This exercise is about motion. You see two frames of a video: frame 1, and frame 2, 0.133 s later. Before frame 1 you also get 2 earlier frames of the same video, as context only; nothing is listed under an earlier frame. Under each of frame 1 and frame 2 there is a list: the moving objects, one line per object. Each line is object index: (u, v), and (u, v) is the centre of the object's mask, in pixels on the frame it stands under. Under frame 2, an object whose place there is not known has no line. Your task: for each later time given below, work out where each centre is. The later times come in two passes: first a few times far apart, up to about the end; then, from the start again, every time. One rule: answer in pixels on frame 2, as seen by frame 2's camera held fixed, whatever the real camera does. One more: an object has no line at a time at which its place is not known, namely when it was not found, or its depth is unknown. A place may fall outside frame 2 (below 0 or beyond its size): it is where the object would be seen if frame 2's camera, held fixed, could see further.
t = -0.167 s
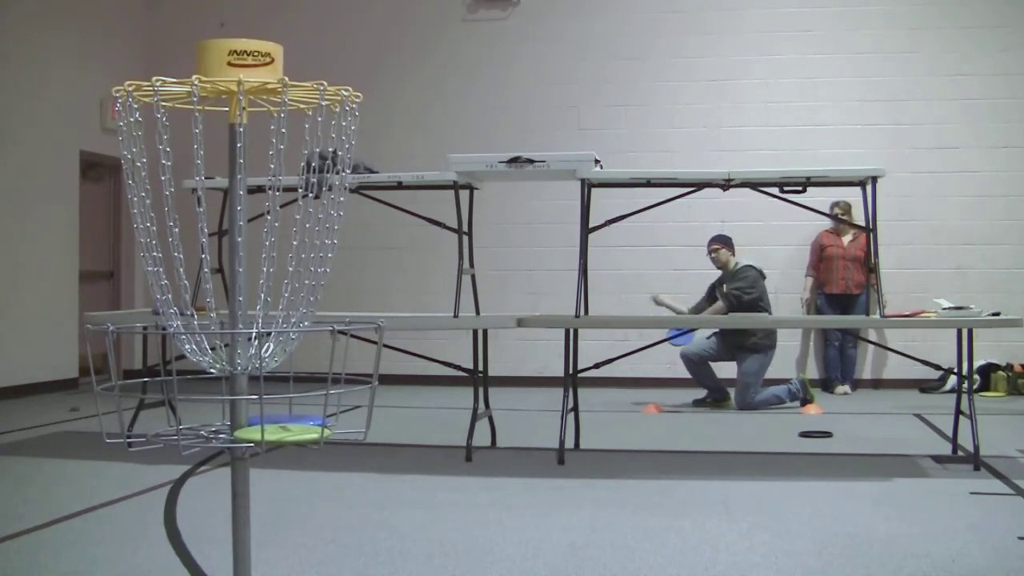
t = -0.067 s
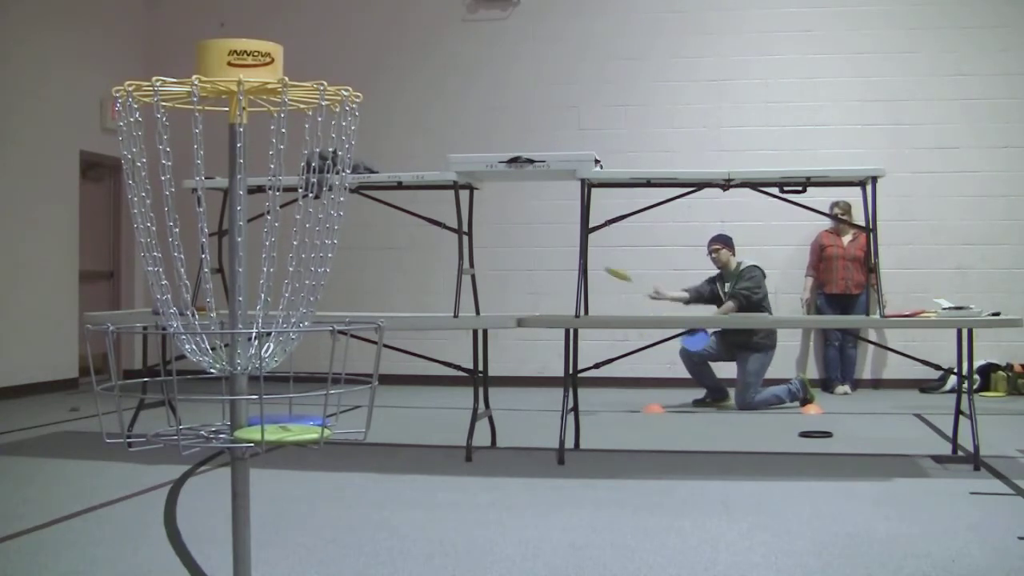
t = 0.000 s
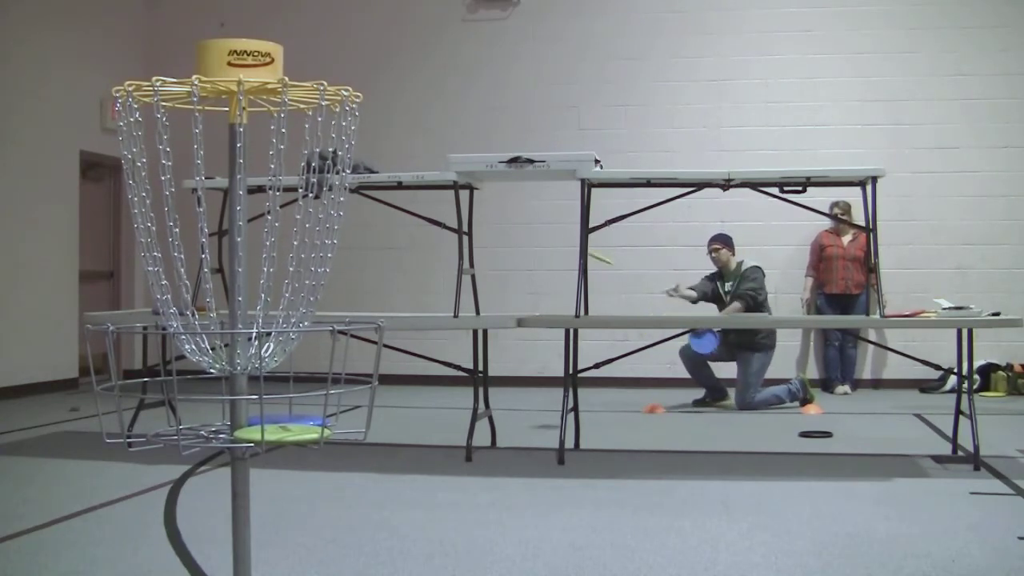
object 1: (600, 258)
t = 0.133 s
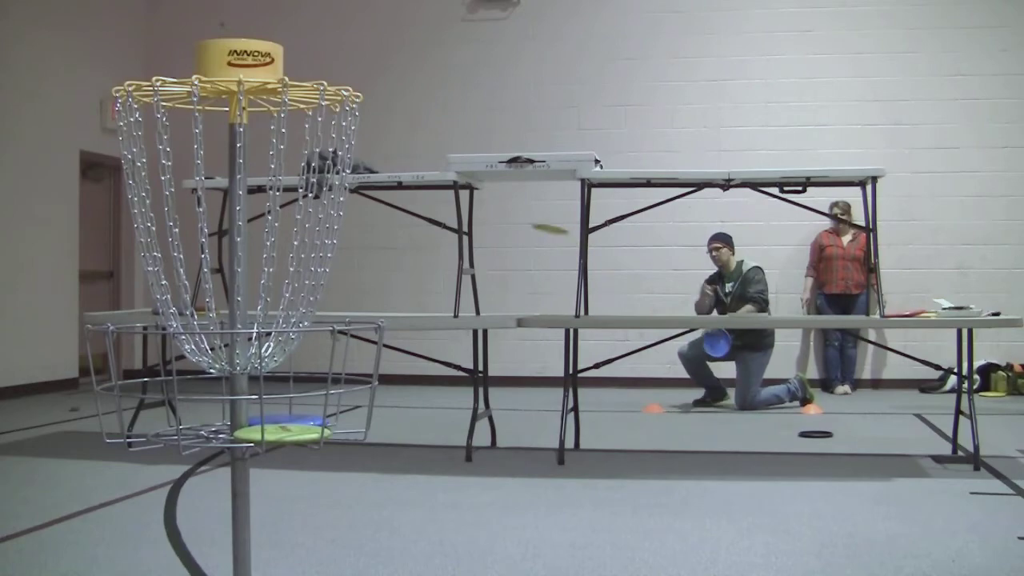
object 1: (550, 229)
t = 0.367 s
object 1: (419, 200)
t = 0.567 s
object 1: (251, 198)
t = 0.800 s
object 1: (149, 285)
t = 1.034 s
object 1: (159, 395)
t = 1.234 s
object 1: (190, 388)
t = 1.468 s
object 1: (176, 394)
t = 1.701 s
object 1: (159, 425)
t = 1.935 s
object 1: (160, 436)
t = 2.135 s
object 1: (159, 436)
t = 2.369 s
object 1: (159, 436)
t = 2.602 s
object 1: (159, 436)
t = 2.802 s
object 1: (159, 436)
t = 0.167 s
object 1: (533, 223)
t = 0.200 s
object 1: (519, 218)
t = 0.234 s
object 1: (501, 212)
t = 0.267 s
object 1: (485, 209)
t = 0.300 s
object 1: (465, 205)
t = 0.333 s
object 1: (442, 201)
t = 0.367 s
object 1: (419, 200)
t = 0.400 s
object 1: (390, 197)
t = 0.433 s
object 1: (367, 200)
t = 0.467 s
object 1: (317, 194)
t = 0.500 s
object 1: (287, 197)
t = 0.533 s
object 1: (271, 201)
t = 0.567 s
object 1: (251, 198)
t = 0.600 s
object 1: (215, 199)
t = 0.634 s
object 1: (201, 198)
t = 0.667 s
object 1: (179, 227)
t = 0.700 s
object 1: (165, 246)
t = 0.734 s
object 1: (155, 258)
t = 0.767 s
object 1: (153, 270)
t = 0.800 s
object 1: (149, 285)
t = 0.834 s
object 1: (145, 305)
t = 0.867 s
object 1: (140, 331)
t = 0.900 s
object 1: (138, 358)
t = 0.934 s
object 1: (139, 386)
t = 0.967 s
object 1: (146, 402)
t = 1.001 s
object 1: (151, 401)
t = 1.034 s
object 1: (159, 395)
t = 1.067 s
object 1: (166, 392)
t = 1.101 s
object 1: (174, 392)
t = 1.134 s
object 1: (182, 392)
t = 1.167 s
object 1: (187, 391)
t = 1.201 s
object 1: (189, 387)
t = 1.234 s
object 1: (190, 388)
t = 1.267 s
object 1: (190, 387)
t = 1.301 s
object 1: (190, 389)
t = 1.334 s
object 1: (189, 388)
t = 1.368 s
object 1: (187, 389)
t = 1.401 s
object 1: (184, 390)
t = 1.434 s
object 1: (181, 391)
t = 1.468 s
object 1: (176, 394)
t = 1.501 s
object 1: (172, 396)
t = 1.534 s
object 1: (168, 400)
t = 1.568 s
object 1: (165, 404)
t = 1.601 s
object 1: (161, 408)
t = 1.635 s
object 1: (158, 416)
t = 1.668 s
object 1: (157, 424)
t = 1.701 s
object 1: (159, 425)
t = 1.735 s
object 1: (162, 430)
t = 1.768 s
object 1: (163, 435)
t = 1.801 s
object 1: (161, 433)
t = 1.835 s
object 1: (161, 434)
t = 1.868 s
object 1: (160, 436)
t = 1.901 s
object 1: (160, 436)
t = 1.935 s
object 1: (160, 436)
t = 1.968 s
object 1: (159, 436)
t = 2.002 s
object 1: (159, 436)
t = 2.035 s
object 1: (159, 436)
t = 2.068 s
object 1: (159, 436)
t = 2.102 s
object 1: (160, 436)
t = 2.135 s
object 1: (159, 436)
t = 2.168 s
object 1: (160, 436)
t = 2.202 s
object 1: (159, 436)
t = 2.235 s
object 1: (159, 436)
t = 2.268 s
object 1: (159, 436)
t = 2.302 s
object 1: (159, 436)
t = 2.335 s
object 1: (159, 436)
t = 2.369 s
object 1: (159, 436)
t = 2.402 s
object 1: (159, 436)
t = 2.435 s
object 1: (159, 436)
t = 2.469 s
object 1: (159, 436)
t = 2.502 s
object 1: (159, 436)
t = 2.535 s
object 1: (159, 436)
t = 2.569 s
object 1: (159, 436)
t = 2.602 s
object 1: (159, 436)
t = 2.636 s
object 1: (159, 436)
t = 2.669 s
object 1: (159, 436)
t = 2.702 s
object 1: (159, 436)
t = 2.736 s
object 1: (159, 436)
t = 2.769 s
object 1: (159, 436)
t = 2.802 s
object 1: (159, 436)
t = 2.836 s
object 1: (159, 436)
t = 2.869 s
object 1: (159, 436)
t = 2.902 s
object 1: (159, 436)
